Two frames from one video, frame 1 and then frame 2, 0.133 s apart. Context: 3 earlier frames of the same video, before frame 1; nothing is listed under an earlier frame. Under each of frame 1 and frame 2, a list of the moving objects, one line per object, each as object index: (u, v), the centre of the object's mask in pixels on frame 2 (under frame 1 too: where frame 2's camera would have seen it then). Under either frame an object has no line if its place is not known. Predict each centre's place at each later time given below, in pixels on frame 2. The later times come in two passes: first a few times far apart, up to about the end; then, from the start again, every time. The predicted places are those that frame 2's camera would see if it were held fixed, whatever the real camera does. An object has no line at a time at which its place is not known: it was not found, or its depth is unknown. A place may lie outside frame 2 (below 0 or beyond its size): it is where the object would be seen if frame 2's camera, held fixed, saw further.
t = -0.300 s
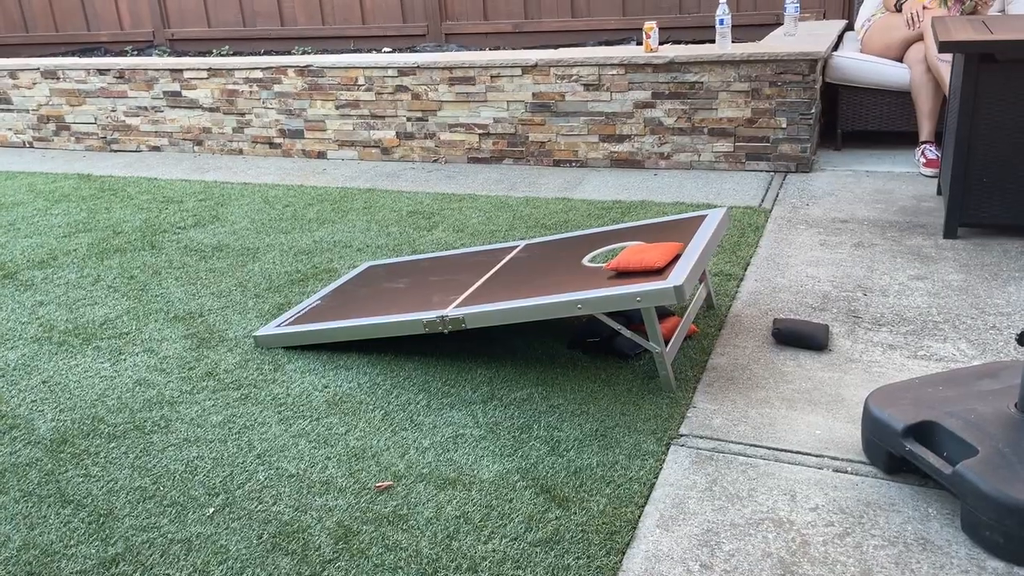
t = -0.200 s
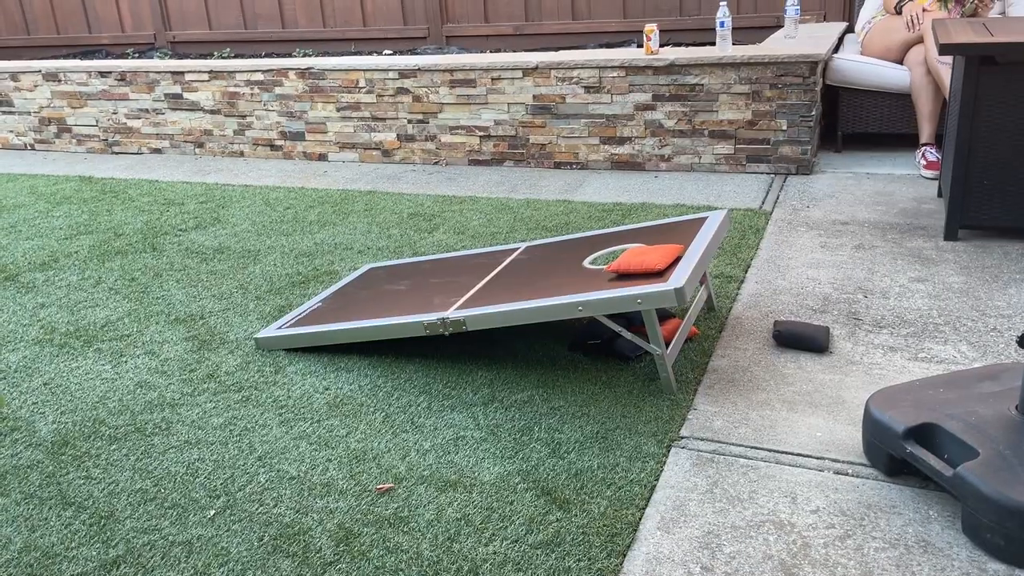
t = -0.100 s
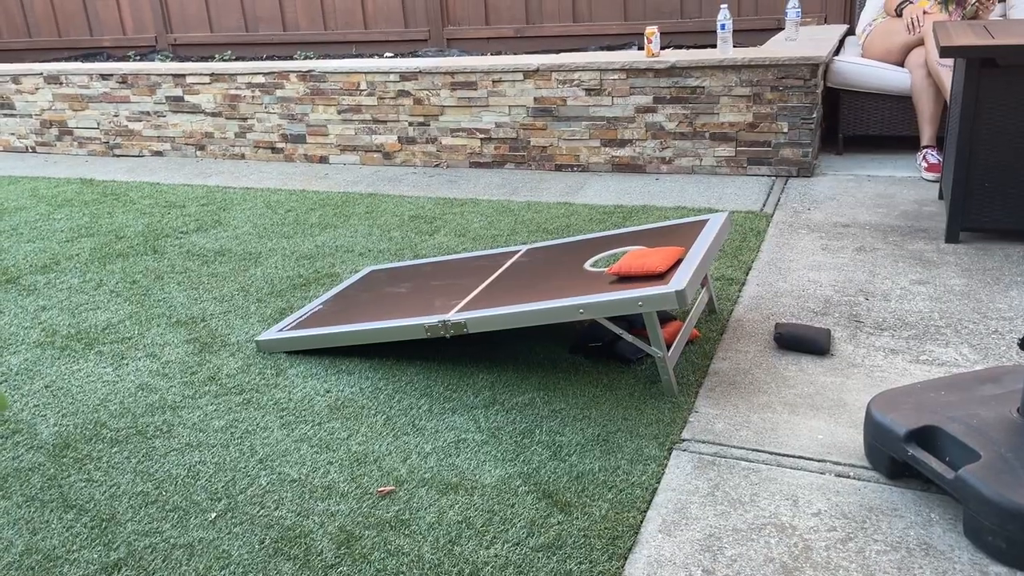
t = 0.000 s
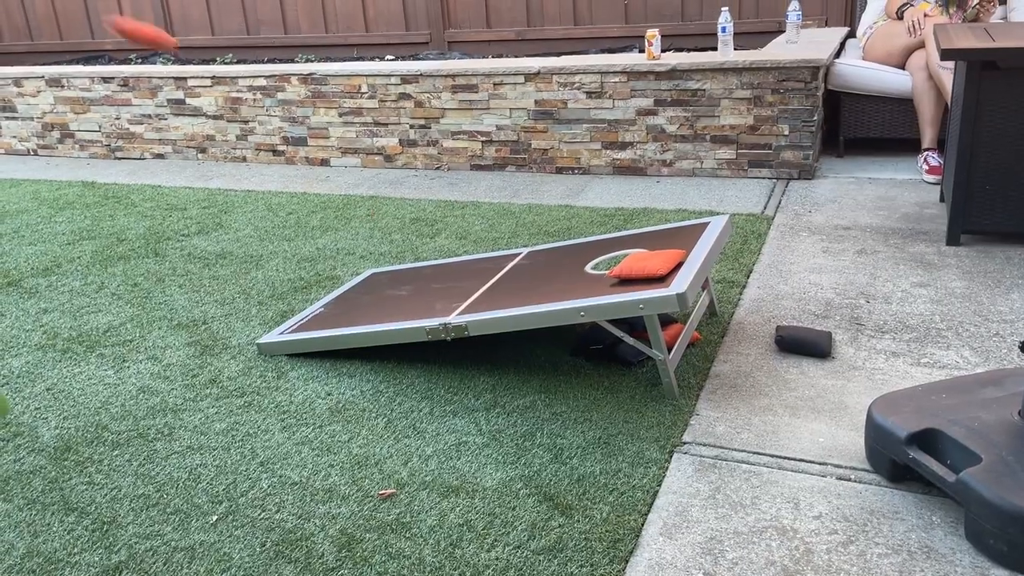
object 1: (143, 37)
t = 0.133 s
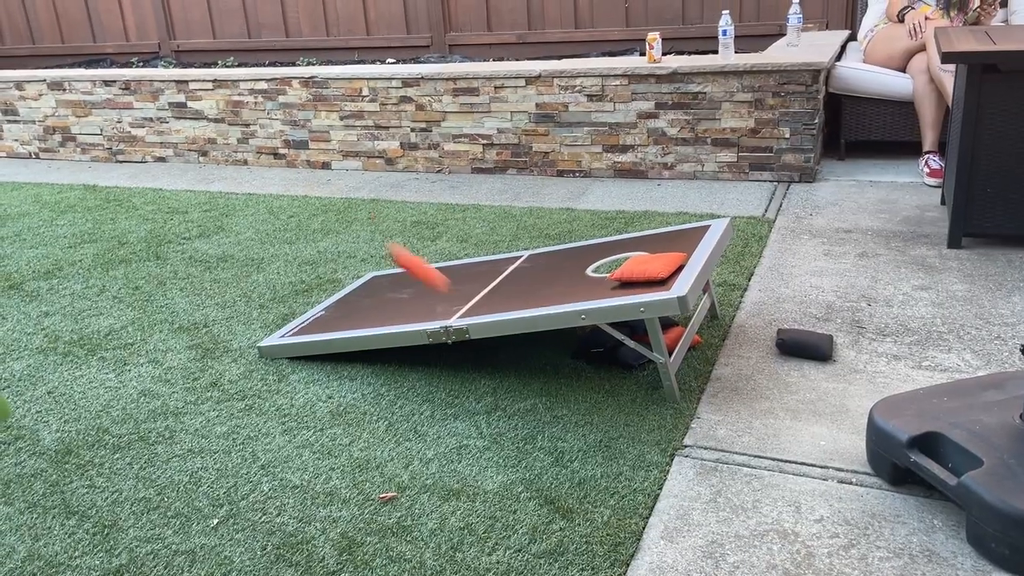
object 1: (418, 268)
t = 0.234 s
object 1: (523, 293)
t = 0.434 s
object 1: (682, 329)
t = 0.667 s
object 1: (832, 445)
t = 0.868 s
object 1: (822, 451)
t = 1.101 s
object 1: (815, 455)
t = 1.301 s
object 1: (815, 455)
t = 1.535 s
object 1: (815, 455)
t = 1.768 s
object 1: (815, 455)
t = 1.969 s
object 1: (815, 455)
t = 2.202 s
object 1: (815, 455)
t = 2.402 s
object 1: (815, 455)
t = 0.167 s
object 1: (478, 315)
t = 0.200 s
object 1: (501, 302)
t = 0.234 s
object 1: (523, 293)
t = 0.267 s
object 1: (547, 287)
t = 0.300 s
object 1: (571, 286)
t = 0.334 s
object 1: (596, 290)
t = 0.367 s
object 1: (625, 298)
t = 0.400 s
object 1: (655, 312)
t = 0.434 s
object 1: (682, 329)
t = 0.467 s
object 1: (711, 353)
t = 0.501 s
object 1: (741, 381)
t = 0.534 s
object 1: (770, 416)
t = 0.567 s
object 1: (799, 452)
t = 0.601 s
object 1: (815, 453)
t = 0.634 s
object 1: (825, 448)
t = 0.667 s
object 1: (832, 445)
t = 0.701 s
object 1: (836, 444)
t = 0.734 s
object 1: (838, 444)
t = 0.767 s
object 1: (837, 444)
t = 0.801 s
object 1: (833, 445)
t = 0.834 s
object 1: (828, 448)
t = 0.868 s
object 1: (822, 451)
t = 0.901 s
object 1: (818, 453)
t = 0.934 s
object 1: (815, 455)
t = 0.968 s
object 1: (815, 455)
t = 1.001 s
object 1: (815, 455)
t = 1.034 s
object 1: (815, 455)
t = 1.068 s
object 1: (815, 455)
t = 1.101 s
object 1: (815, 455)
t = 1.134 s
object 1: (815, 455)
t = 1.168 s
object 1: (815, 455)
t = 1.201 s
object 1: (815, 455)
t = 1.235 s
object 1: (815, 455)
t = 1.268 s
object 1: (815, 455)
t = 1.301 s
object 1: (815, 455)
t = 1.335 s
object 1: (815, 455)
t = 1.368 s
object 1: (815, 455)
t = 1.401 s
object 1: (815, 455)
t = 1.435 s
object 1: (815, 455)
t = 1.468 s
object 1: (815, 455)
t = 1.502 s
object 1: (815, 455)
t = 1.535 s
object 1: (815, 455)
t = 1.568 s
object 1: (815, 455)
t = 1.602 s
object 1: (815, 455)
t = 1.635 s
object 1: (815, 455)
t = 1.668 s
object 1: (815, 455)
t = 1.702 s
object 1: (815, 455)
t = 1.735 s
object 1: (815, 455)
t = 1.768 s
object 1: (815, 455)
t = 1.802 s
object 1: (815, 455)
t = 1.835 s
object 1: (815, 455)
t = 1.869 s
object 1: (815, 455)
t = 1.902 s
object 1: (815, 455)
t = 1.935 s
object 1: (815, 455)
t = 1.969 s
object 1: (815, 455)
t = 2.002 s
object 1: (815, 455)
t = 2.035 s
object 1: (815, 454)
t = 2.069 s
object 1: (815, 455)
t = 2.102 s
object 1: (815, 455)
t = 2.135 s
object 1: (815, 455)
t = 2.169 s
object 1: (815, 455)
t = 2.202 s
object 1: (815, 455)
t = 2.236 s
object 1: (815, 455)
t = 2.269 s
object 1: (815, 455)
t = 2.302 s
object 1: (815, 455)
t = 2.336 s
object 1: (815, 455)
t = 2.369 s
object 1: (815, 455)
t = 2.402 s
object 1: (815, 455)
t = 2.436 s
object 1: (815, 455)
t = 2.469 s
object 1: (815, 455)
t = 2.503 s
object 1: (815, 455)
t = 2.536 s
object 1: (815, 455)
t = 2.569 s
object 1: (815, 455)
